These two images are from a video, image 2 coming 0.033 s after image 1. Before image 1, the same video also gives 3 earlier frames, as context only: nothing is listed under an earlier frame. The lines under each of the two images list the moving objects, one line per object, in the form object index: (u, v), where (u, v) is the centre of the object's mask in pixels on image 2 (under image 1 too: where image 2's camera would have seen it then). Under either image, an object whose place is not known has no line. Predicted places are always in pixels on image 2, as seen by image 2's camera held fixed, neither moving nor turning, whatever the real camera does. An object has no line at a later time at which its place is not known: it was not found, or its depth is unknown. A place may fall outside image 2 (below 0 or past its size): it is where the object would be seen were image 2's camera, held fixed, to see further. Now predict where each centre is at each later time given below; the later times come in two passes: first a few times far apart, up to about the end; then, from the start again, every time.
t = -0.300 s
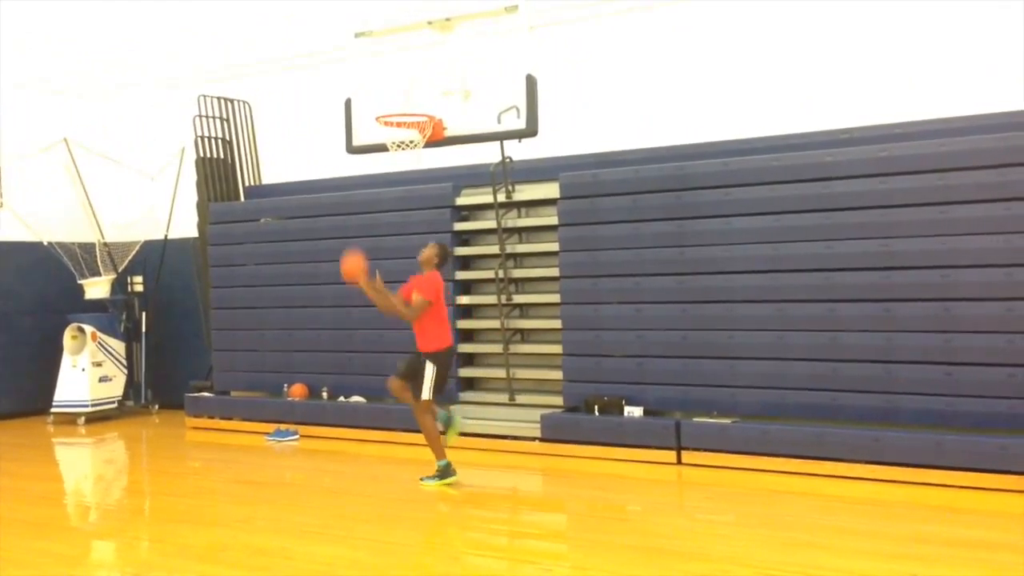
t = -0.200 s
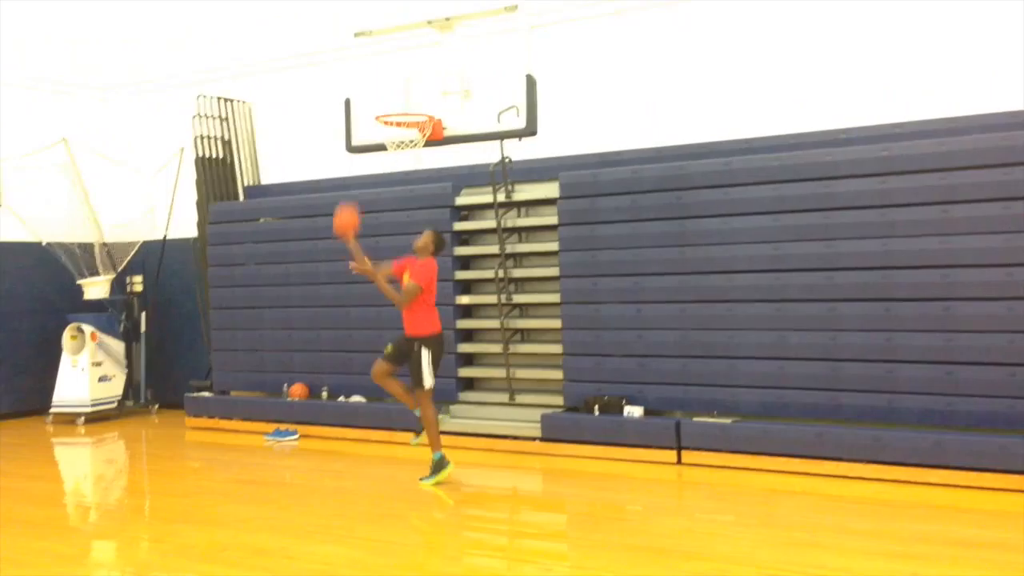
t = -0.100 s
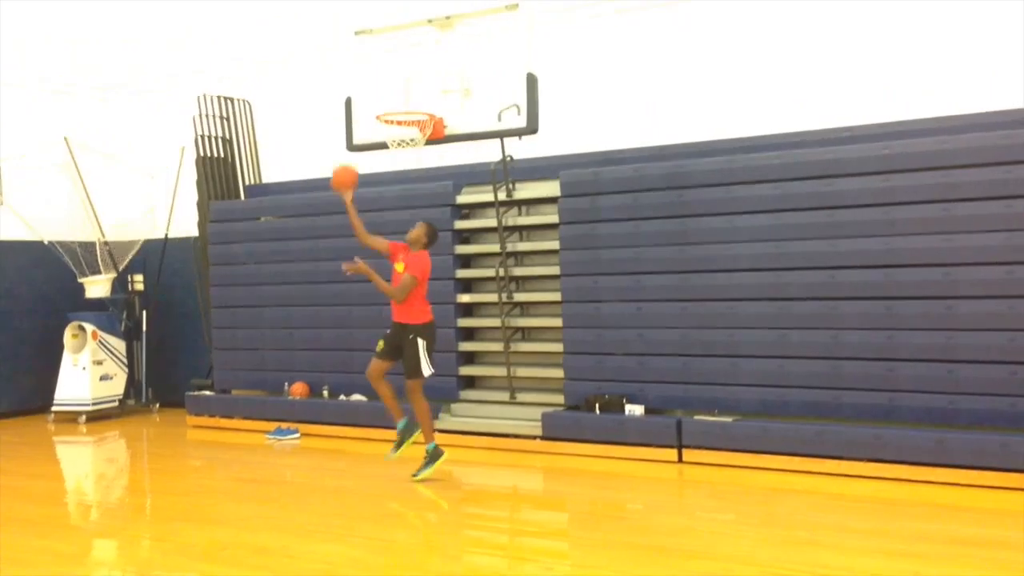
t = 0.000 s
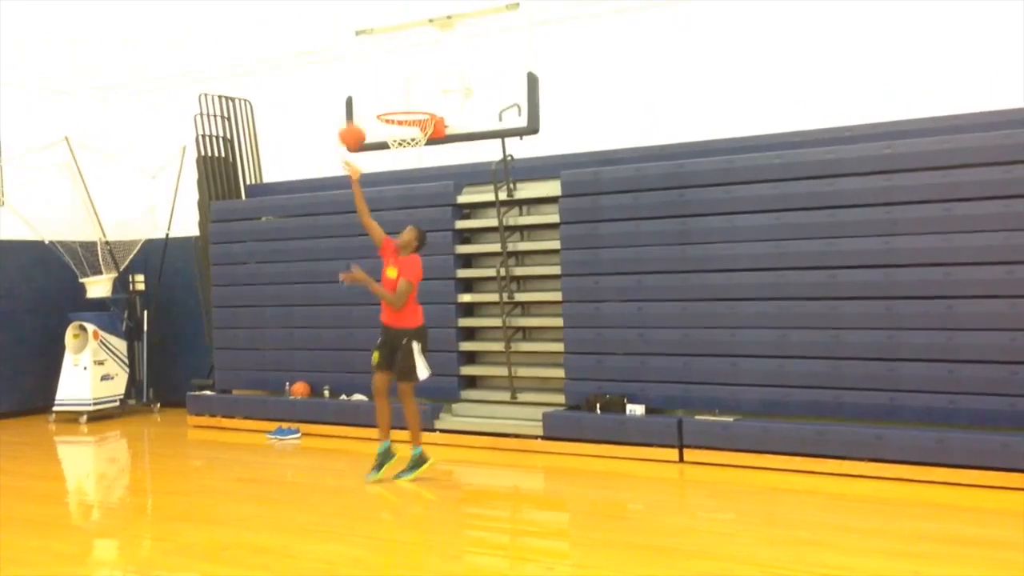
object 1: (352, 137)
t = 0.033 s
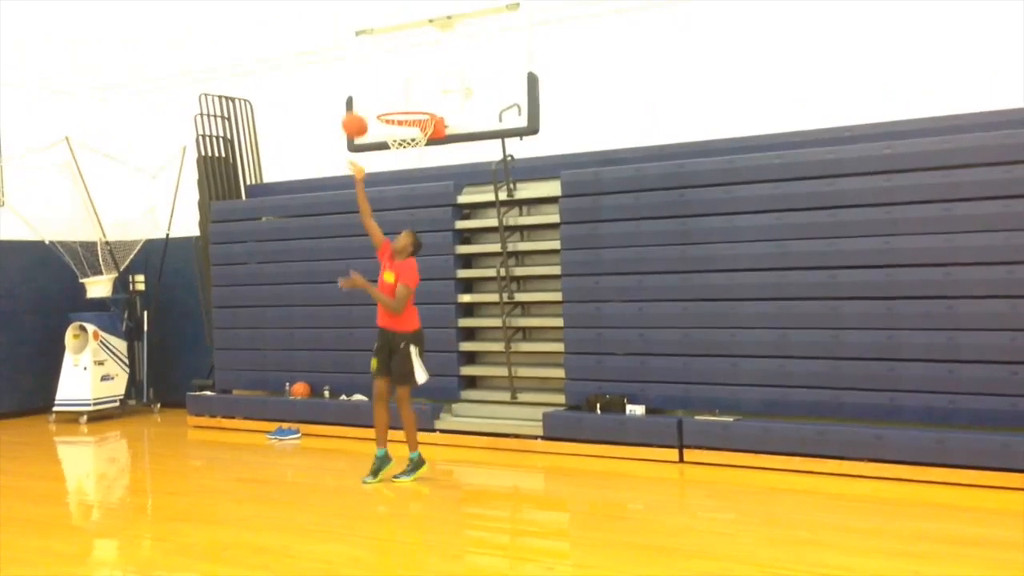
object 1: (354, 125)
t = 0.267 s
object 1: (374, 84)
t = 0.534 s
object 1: (399, 114)
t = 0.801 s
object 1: (424, 200)
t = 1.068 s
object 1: (447, 360)
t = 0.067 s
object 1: (357, 115)
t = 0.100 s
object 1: (359, 107)
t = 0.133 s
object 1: (362, 100)
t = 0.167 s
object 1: (365, 94)
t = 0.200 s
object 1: (368, 89)
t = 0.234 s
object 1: (371, 86)
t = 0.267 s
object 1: (374, 84)
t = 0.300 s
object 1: (377, 83)
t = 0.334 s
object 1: (380, 83)
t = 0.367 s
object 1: (383, 85)
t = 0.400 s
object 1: (387, 88)
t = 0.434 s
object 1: (390, 93)
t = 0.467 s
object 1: (393, 98)
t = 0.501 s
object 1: (397, 105)
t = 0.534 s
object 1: (399, 114)
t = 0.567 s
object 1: (403, 125)
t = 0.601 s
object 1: (407, 134)
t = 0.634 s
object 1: (410, 146)
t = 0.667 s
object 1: (413, 154)
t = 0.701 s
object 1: (416, 166)
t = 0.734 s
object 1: (419, 176)
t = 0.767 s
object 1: (421, 186)
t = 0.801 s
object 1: (424, 200)
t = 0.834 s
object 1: (426, 214)
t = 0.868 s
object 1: (429, 232)
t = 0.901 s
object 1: (432, 249)
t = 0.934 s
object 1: (435, 268)
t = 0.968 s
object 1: (438, 289)
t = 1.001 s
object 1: (441, 310)
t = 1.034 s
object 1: (444, 335)
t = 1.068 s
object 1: (447, 360)
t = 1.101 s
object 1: (450, 385)
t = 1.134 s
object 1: (453, 413)
